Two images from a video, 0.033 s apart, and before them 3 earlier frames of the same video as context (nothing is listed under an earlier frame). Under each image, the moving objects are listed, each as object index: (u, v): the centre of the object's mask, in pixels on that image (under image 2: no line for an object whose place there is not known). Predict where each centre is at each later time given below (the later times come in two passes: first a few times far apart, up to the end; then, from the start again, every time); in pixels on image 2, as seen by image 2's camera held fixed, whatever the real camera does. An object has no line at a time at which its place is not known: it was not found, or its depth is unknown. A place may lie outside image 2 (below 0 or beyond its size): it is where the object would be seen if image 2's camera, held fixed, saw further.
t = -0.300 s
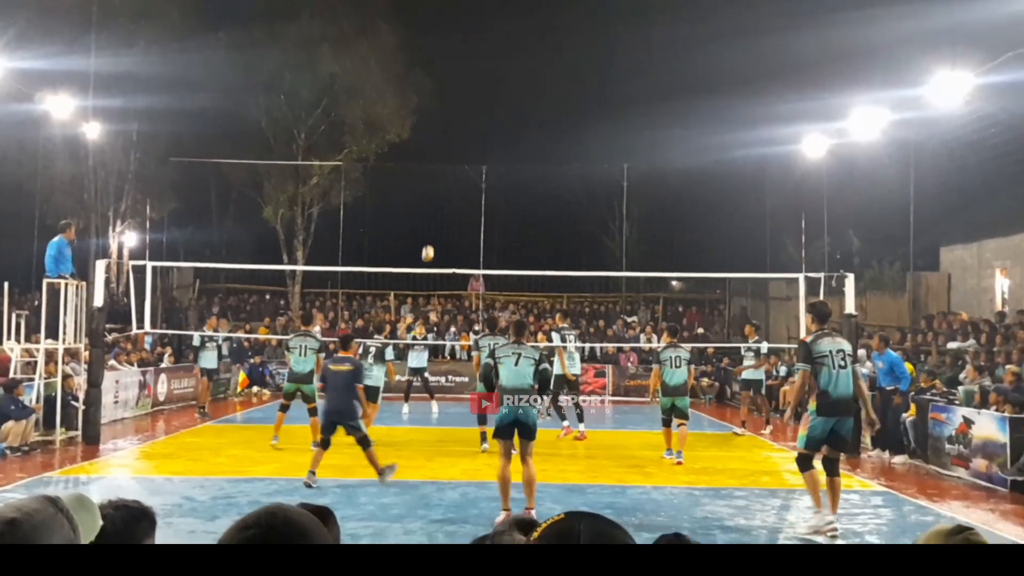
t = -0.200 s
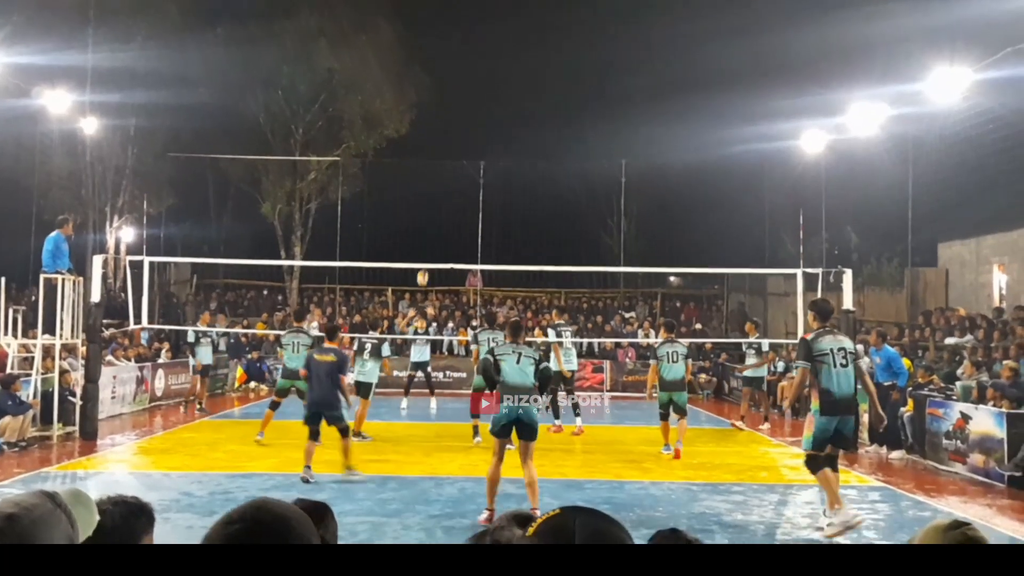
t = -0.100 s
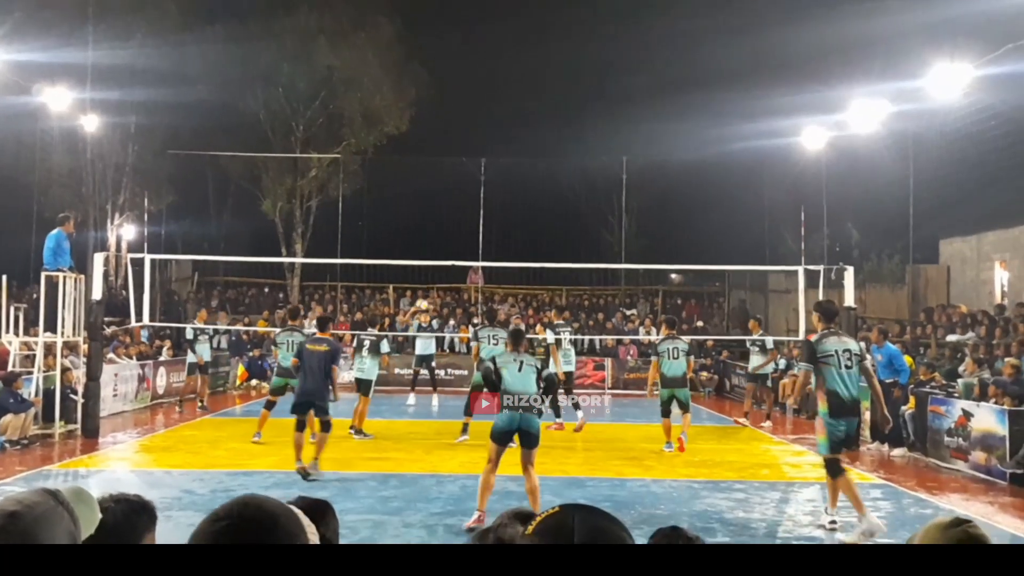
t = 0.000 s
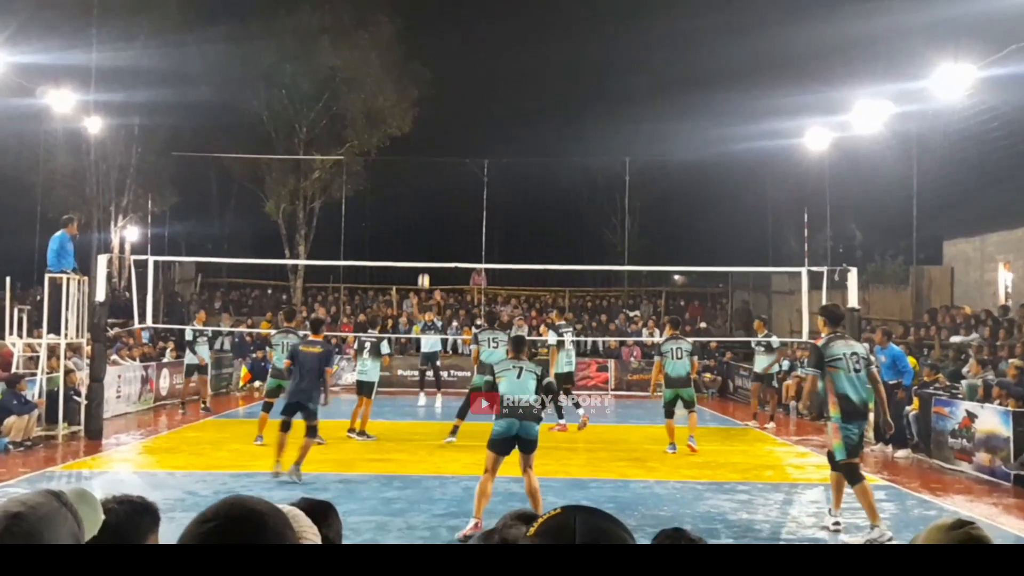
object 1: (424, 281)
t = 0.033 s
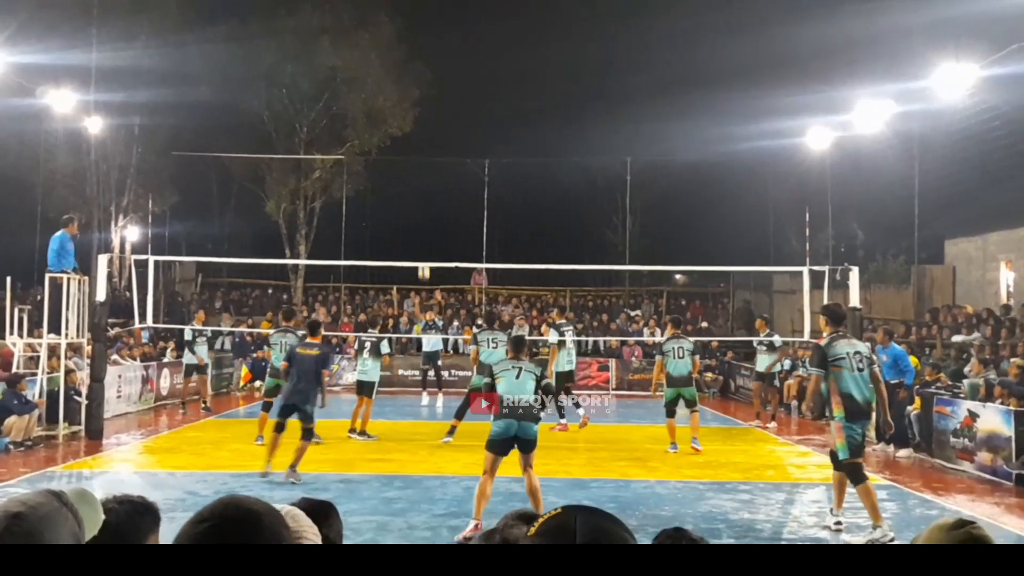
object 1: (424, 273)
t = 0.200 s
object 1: (421, 236)
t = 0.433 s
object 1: (415, 206)
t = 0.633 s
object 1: (410, 203)
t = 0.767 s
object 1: (406, 214)
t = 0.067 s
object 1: (423, 264)
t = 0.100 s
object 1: (423, 255)
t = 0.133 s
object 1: (422, 249)
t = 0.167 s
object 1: (422, 242)
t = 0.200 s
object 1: (421, 236)
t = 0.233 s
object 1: (420, 230)
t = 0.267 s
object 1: (419, 225)
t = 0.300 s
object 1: (419, 220)
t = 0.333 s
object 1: (418, 216)
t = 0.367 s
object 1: (417, 212)
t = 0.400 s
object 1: (416, 208)
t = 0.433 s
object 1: (415, 206)
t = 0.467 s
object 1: (414, 203)
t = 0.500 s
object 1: (413, 202)
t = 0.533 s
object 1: (413, 202)
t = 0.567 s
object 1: (412, 201)
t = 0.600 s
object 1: (411, 202)
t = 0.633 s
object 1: (410, 203)
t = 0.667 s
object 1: (409, 205)
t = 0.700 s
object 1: (408, 207)
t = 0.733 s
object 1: (407, 211)
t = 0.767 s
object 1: (406, 214)
